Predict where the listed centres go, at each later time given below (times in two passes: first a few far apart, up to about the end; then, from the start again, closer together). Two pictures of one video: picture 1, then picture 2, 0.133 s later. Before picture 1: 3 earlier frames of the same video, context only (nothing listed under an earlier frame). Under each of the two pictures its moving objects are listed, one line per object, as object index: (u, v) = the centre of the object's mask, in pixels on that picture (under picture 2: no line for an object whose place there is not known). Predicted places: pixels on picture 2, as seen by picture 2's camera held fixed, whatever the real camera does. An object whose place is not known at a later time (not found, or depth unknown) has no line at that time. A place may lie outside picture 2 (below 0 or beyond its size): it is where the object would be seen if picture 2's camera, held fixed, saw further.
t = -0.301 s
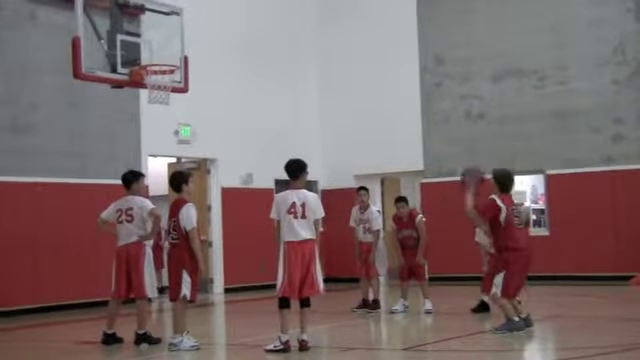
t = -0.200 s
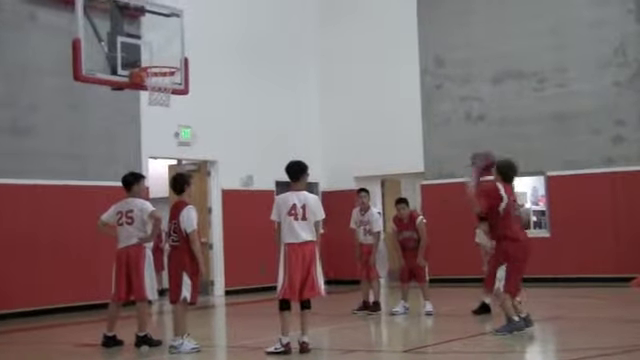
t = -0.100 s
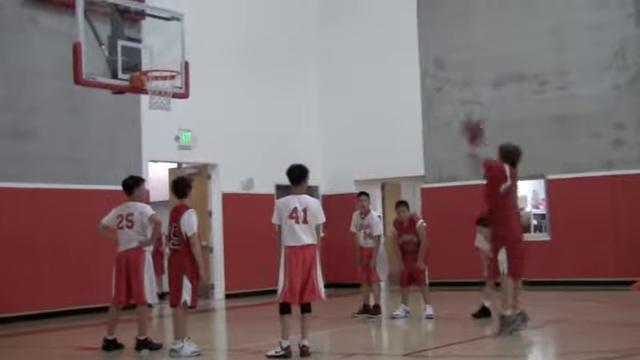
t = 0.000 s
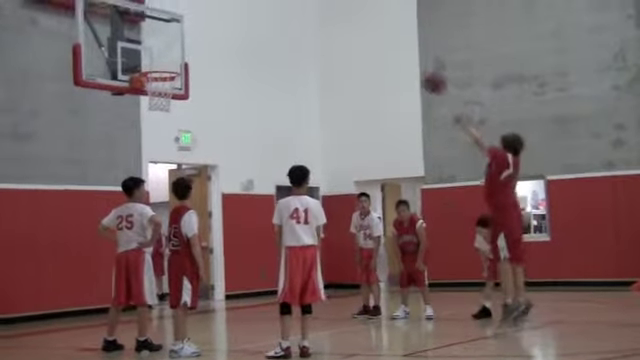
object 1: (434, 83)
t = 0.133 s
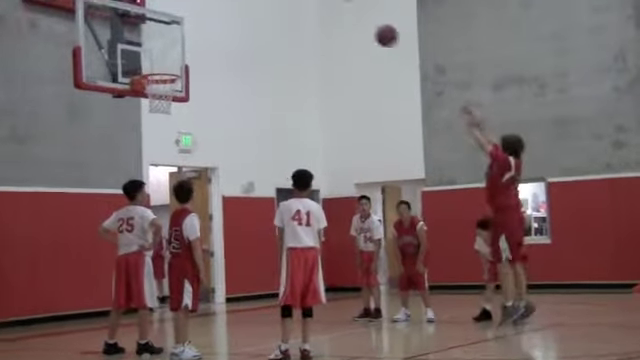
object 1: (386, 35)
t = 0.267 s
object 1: (342, 6)
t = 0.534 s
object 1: (265, -4)
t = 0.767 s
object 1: (207, 33)
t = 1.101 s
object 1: (201, 89)
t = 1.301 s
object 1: (252, 117)
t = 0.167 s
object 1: (375, 27)
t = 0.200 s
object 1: (364, 19)
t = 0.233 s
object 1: (353, 11)
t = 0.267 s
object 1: (342, 6)
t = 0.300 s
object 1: (332, 2)
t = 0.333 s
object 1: (322, 0)
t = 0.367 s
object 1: (312, -2)
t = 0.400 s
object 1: (302, -5)
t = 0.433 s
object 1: (293, -6)
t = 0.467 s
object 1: (283, -7)
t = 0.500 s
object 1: (274, -6)
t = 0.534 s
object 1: (265, -4)
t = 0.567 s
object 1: (256, -2)
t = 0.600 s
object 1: (248, 2)
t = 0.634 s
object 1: (239, 7)
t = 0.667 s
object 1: (231, 12)
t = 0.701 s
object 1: (222, 18)
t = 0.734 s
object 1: (215, 26)
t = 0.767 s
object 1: (207, 33)
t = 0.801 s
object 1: (199, 42)
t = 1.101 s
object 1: (201, 89)
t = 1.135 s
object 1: (210, 91)
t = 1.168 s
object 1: (218, 95)
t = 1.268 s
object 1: (243, 109)
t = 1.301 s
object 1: (252, 117)
